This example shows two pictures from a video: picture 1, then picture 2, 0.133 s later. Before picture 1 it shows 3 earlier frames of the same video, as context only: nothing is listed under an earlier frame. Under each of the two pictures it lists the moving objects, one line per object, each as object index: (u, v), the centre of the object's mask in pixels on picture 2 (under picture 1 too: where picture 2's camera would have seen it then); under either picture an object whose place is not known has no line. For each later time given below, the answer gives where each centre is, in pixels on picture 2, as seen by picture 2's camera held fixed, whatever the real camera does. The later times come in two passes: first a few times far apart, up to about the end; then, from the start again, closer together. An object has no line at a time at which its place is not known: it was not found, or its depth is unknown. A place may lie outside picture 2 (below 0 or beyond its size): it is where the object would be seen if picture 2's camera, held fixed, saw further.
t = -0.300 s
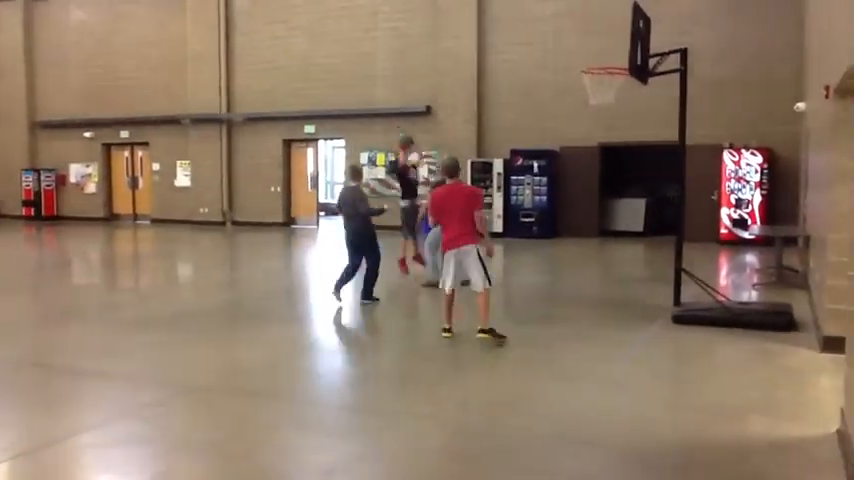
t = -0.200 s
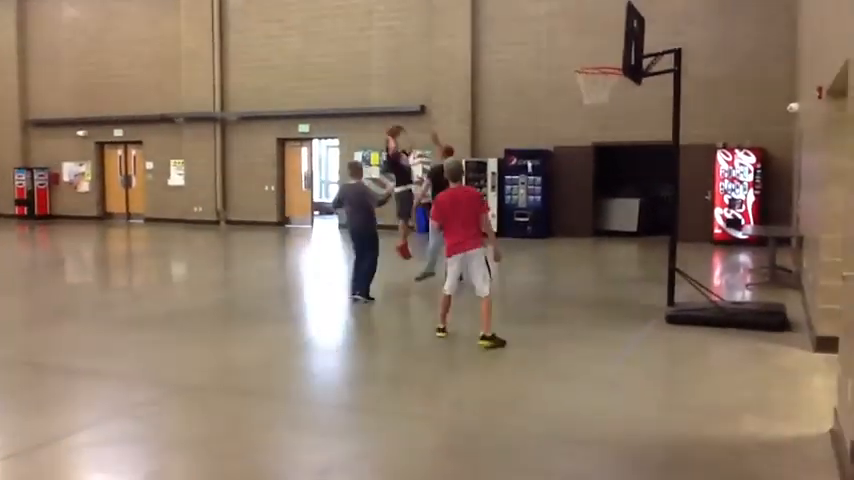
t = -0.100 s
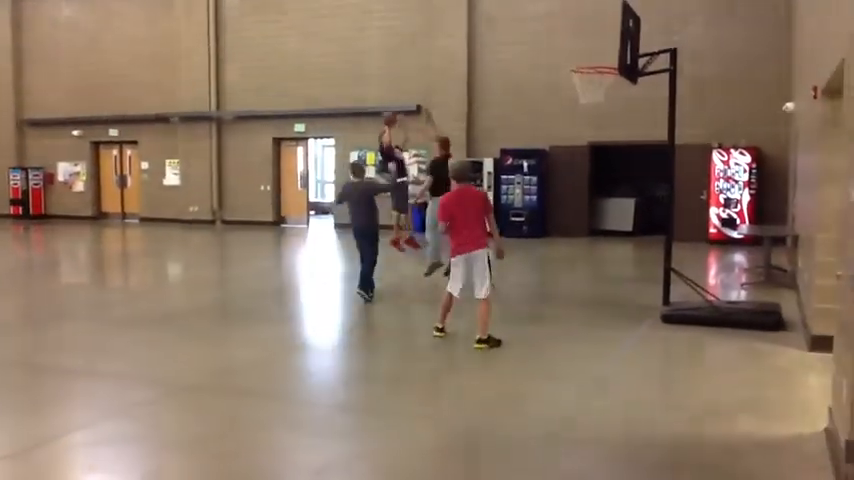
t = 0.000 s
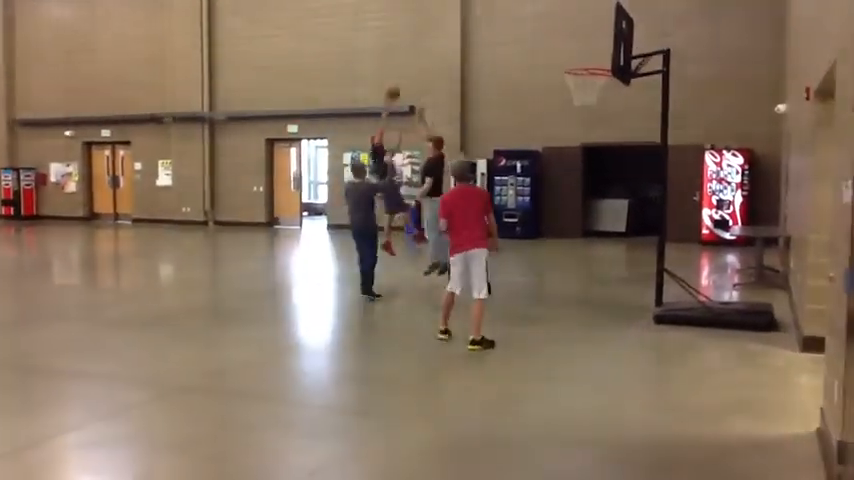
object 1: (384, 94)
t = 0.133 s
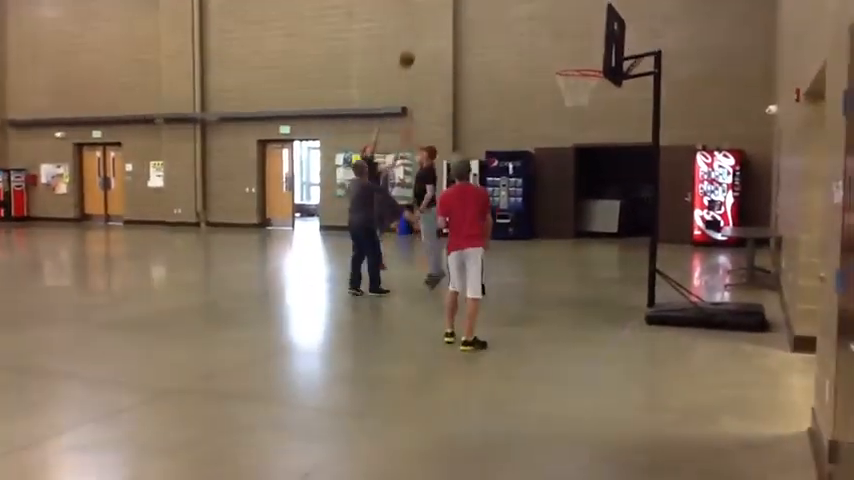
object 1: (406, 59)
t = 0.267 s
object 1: (429, 33)
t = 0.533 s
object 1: (482, 15)
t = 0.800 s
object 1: (544, 59)
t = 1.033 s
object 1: (502, 60)
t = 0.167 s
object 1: (411, 51)
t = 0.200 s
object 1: (417, 45)
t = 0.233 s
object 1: (423, 39)
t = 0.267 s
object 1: (429, 33)
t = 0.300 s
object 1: (435, 28)
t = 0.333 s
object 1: (441, 24)
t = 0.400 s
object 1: (454, 19)
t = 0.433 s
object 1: (460, 16)
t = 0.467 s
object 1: (469, 16)
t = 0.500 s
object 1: (474, 16)
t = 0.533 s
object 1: (482, 15)
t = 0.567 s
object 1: (488, 17)
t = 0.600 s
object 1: (496, 20)
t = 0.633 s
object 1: (504, 24)
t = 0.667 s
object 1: (511, 28)
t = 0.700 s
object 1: (519, 34)
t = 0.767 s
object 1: (536, 50)
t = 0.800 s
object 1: (544, 59)
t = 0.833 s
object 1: (548, 65)
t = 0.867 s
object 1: (541, 62)
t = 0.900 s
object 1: (534, 60)
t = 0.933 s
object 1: (526, 58)
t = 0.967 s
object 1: (518, 58)
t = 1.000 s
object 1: (510, 59)
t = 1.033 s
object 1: (502, 60)
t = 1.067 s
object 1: (494, 63)
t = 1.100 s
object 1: (486, 67)
